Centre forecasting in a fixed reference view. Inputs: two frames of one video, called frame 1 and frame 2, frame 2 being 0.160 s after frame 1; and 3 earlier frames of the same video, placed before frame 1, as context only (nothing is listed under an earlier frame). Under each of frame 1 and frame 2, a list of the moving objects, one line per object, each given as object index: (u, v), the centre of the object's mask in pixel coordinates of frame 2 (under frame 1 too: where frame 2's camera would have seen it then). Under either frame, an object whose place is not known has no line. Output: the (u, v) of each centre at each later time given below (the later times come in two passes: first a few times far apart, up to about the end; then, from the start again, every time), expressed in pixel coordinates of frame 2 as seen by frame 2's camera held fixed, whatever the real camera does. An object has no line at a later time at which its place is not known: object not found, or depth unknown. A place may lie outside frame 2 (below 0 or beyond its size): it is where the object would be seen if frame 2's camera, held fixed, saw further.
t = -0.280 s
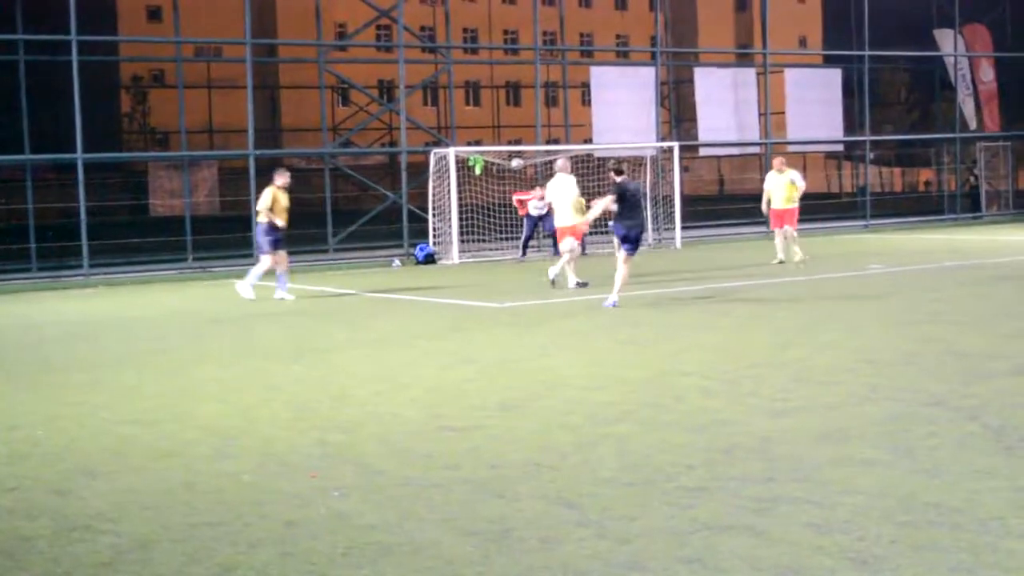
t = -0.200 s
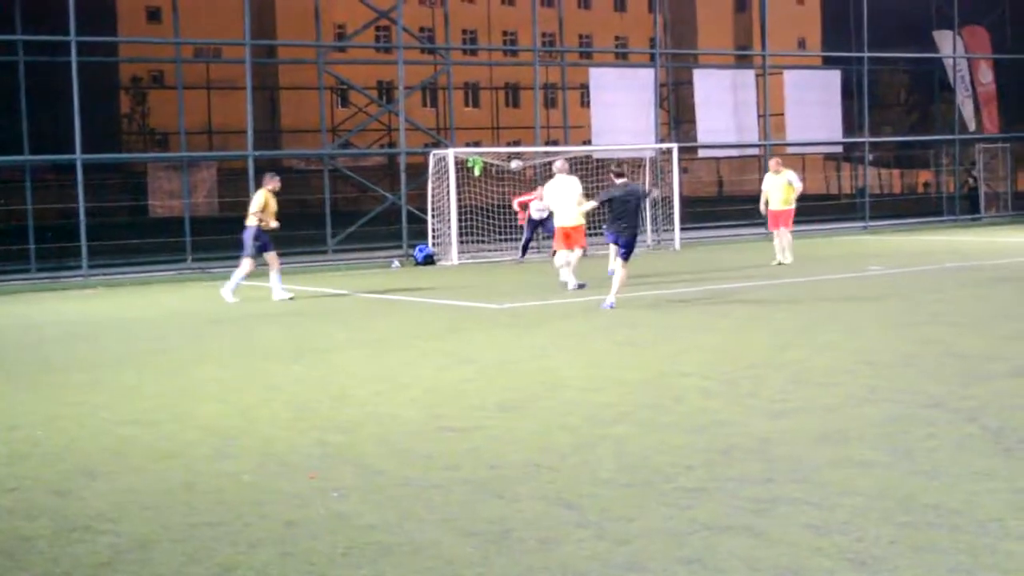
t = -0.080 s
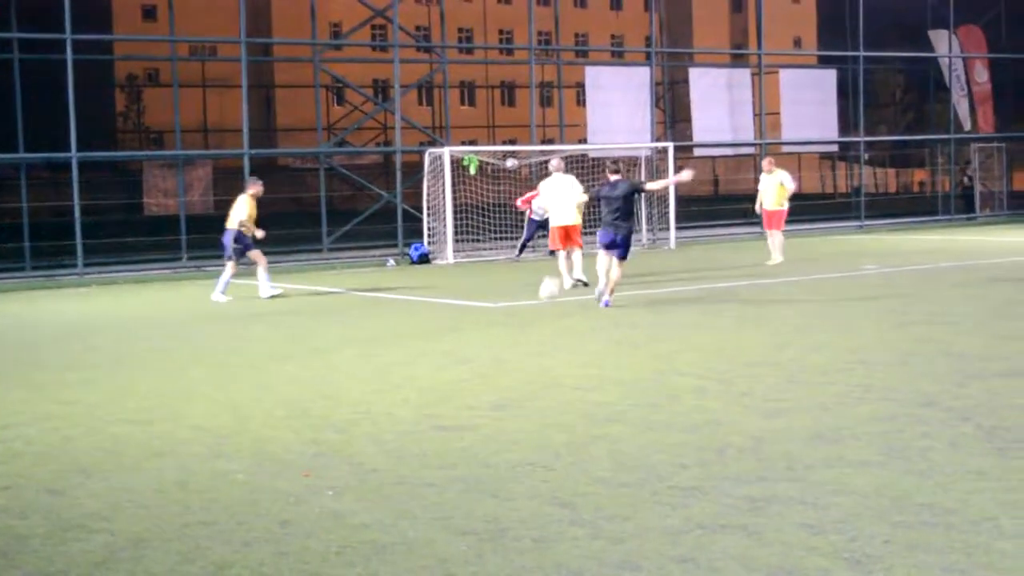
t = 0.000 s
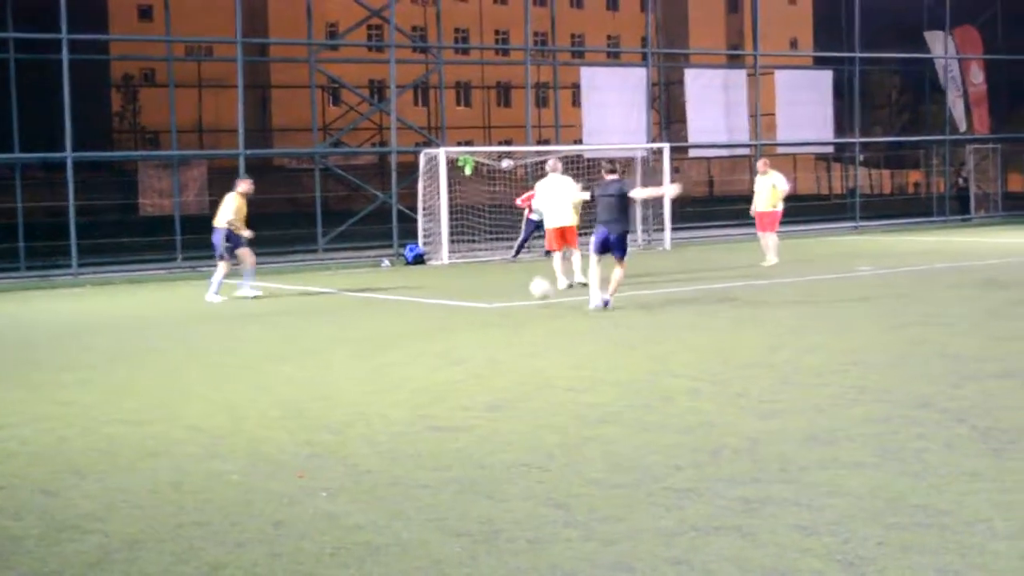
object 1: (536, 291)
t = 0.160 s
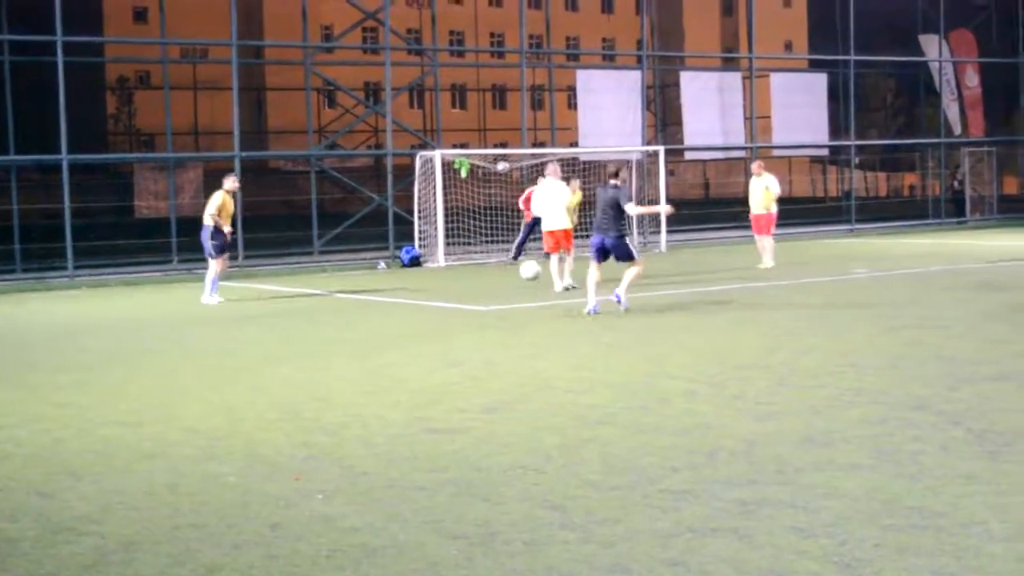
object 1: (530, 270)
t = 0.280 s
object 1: (525, 265)
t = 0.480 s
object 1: (518, 296)
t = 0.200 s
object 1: (528, 268)
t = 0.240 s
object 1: (527, 267)
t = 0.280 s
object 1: (525, 265)
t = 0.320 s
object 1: (524, 266)
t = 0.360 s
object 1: (523, 269)
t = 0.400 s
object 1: (521, 276)
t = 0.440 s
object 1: (519, 284)
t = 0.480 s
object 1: (518, 296)
